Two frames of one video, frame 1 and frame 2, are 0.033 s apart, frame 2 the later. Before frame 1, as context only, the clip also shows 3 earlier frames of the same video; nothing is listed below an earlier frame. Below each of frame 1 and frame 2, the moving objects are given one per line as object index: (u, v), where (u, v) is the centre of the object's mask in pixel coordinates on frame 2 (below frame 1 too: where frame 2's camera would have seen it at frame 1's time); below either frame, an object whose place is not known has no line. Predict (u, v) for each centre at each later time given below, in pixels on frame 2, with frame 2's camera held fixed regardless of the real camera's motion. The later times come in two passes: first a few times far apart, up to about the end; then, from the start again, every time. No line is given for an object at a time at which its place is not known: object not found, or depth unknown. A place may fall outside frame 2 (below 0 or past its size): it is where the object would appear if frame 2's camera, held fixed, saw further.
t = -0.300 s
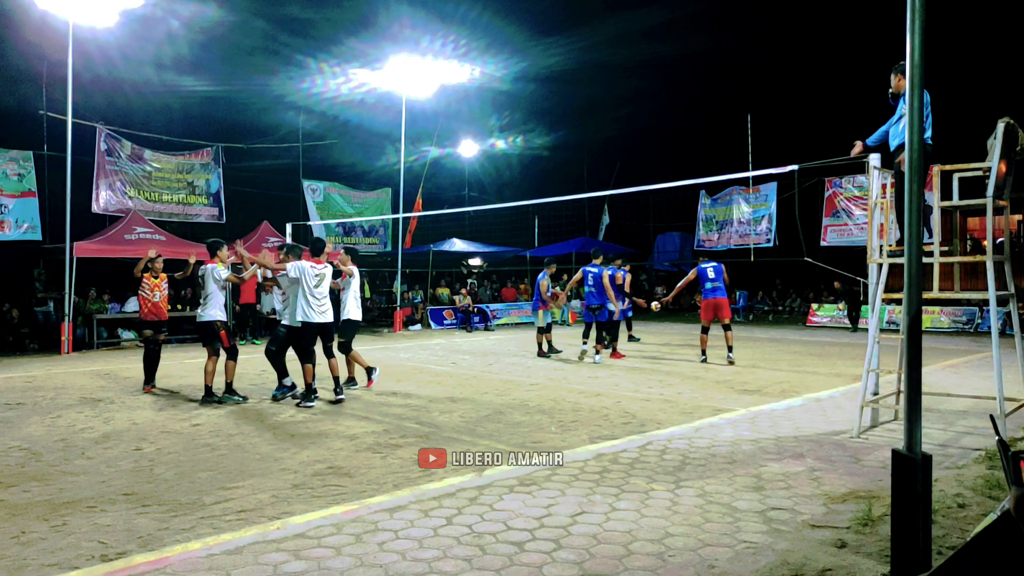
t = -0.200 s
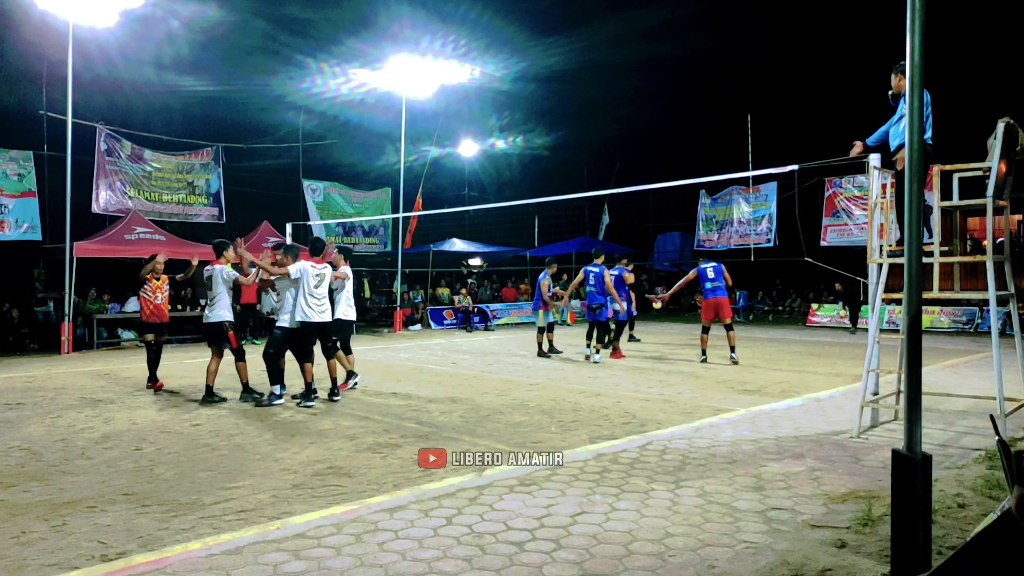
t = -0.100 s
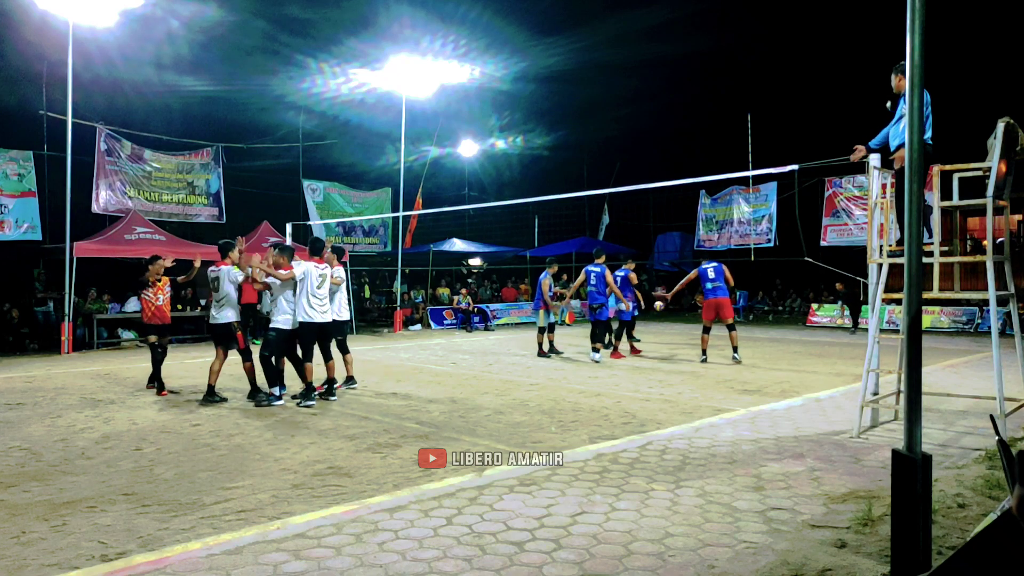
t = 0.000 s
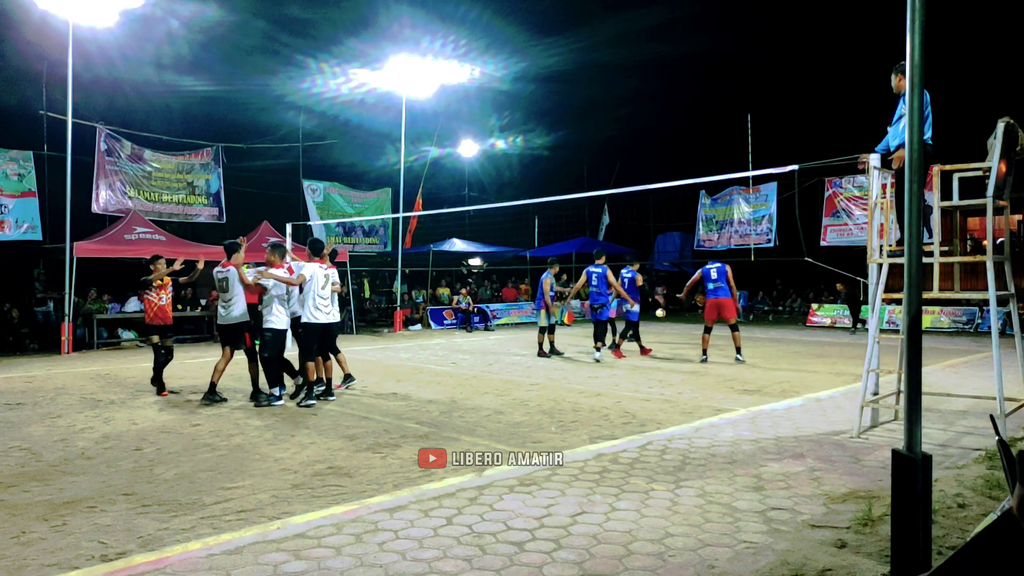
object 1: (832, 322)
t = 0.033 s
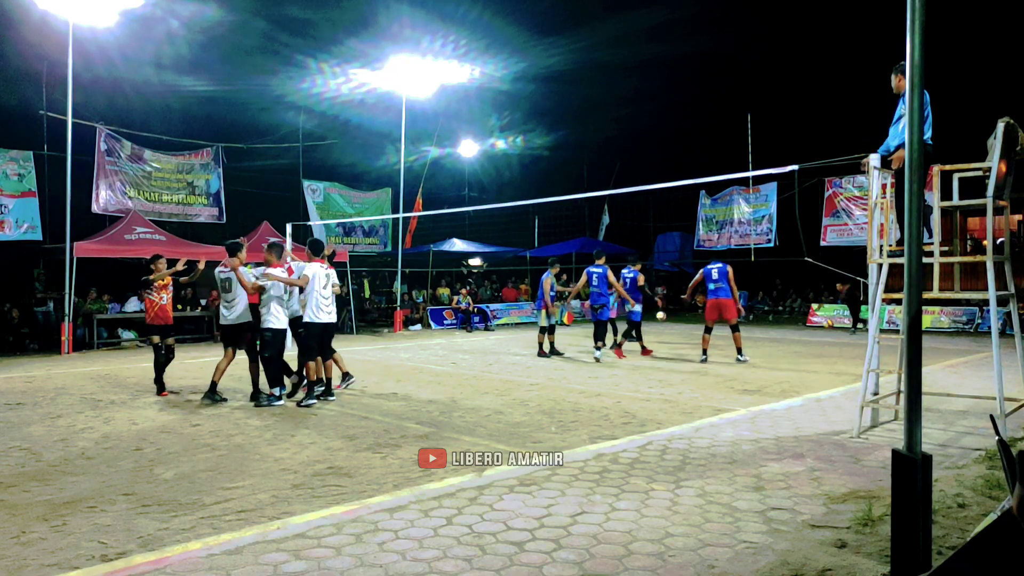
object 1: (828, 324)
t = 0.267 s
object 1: (809, 340)
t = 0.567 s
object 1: (784, 350)
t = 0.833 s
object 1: (752, 353)
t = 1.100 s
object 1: (716, 376)
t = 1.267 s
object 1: (688, 390)
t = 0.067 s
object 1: (825, 325)
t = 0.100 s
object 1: (823, 327)
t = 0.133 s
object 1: (820, 330)
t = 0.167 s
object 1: (817, 334)
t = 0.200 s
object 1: (814, 338)
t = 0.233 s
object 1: (811, 342)
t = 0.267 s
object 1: (809, 340)
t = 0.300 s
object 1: (804, 337)
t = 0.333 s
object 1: (804, 337)
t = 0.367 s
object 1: (802, 337)
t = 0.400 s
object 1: (798, 337)
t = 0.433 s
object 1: (796, 338)
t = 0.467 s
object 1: (794, 340)
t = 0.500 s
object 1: (789, 342)
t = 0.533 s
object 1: (786, 346)
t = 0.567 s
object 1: (784, 350)
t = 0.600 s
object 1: (779, 355)
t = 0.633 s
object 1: (775, 354)
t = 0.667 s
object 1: (773, 352)
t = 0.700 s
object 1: (767, 350)
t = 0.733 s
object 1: (764, 350)
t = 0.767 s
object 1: (760, 350)
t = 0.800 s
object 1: (754, 351)
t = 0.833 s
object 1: (752, 353)
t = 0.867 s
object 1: (748, 356)
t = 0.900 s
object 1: (743, 360)
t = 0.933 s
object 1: (740, 364)
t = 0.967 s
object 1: (736, 371)
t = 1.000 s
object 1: (730, 373)
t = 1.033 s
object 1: (727, 373)
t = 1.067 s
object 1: (721, 374)
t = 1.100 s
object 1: (716, 376)
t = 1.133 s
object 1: (711, 379)
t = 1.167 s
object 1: (706, 382)
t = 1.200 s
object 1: (700, 386)
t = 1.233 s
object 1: (695, 387)
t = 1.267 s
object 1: (688, 390)
